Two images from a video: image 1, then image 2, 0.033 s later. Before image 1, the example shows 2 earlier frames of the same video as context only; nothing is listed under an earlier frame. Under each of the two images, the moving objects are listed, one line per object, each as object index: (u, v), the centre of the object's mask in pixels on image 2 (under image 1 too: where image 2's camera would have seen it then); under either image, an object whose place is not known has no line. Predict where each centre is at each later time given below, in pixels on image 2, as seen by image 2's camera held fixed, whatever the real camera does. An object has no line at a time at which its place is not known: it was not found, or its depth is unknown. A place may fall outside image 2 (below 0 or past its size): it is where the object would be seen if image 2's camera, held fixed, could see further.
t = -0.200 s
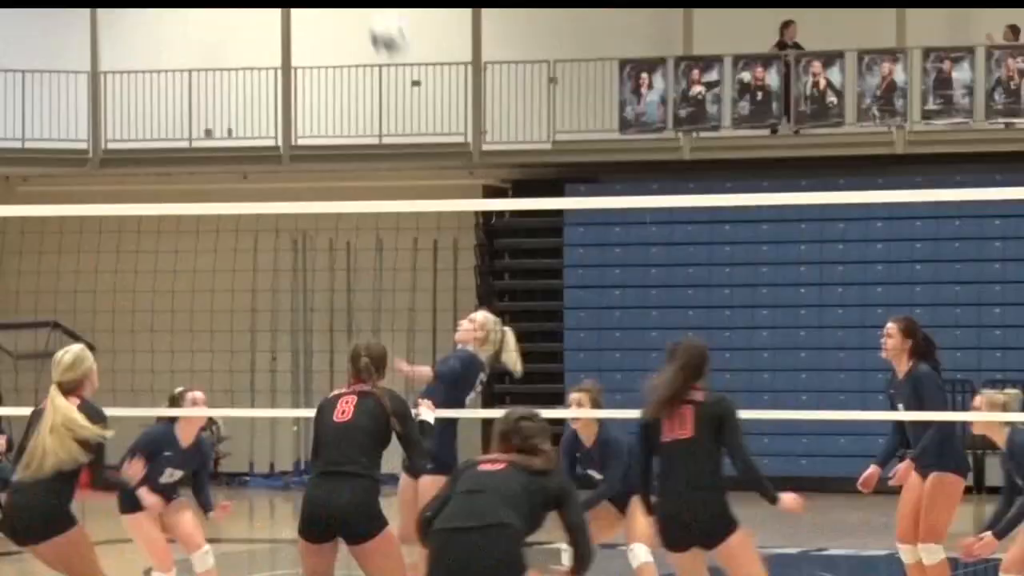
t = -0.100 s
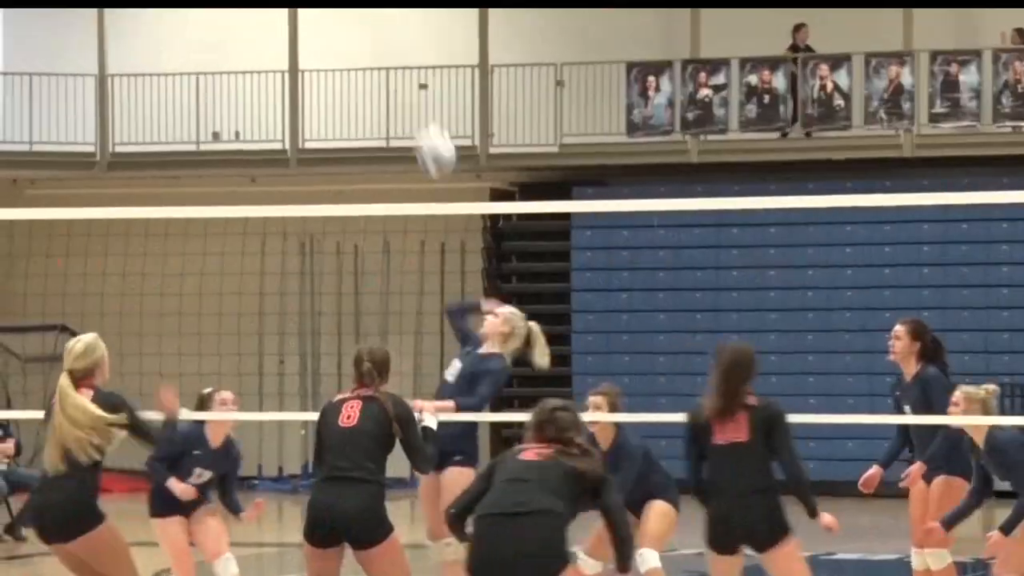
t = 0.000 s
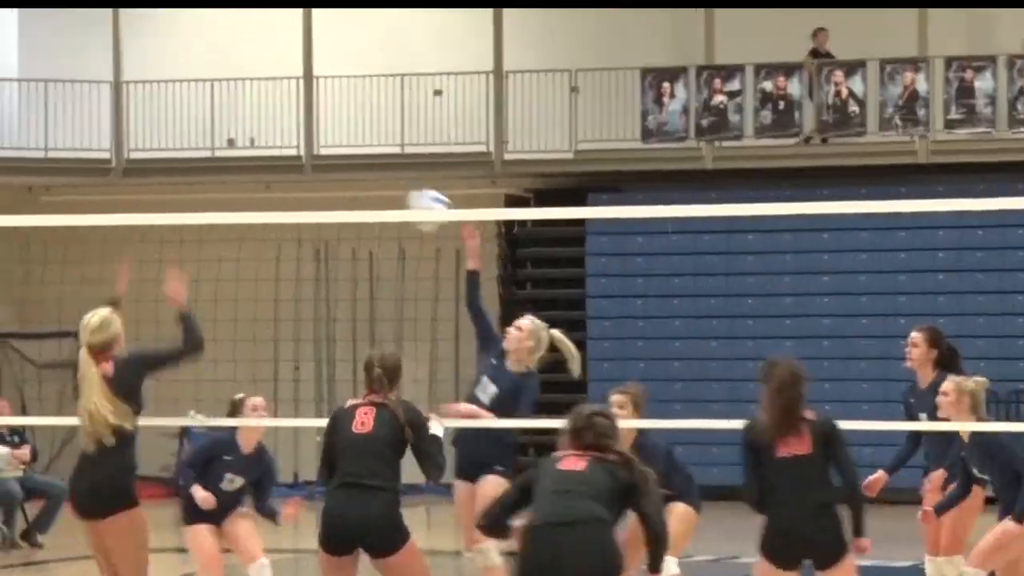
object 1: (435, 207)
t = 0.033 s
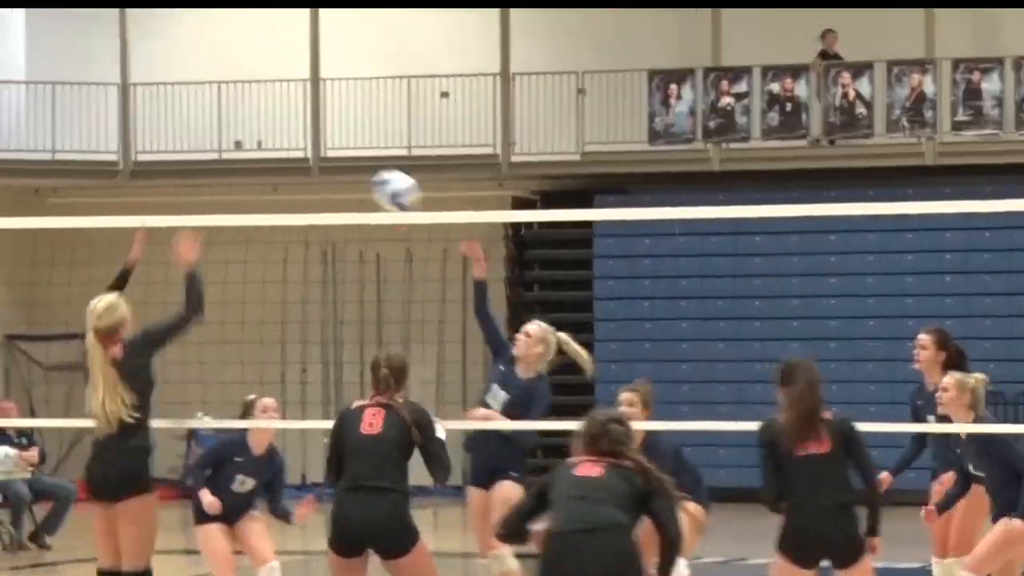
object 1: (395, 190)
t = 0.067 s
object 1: (353, 173)
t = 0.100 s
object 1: (306, 158)
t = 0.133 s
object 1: (262, 141)
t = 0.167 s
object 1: (213, 125)
